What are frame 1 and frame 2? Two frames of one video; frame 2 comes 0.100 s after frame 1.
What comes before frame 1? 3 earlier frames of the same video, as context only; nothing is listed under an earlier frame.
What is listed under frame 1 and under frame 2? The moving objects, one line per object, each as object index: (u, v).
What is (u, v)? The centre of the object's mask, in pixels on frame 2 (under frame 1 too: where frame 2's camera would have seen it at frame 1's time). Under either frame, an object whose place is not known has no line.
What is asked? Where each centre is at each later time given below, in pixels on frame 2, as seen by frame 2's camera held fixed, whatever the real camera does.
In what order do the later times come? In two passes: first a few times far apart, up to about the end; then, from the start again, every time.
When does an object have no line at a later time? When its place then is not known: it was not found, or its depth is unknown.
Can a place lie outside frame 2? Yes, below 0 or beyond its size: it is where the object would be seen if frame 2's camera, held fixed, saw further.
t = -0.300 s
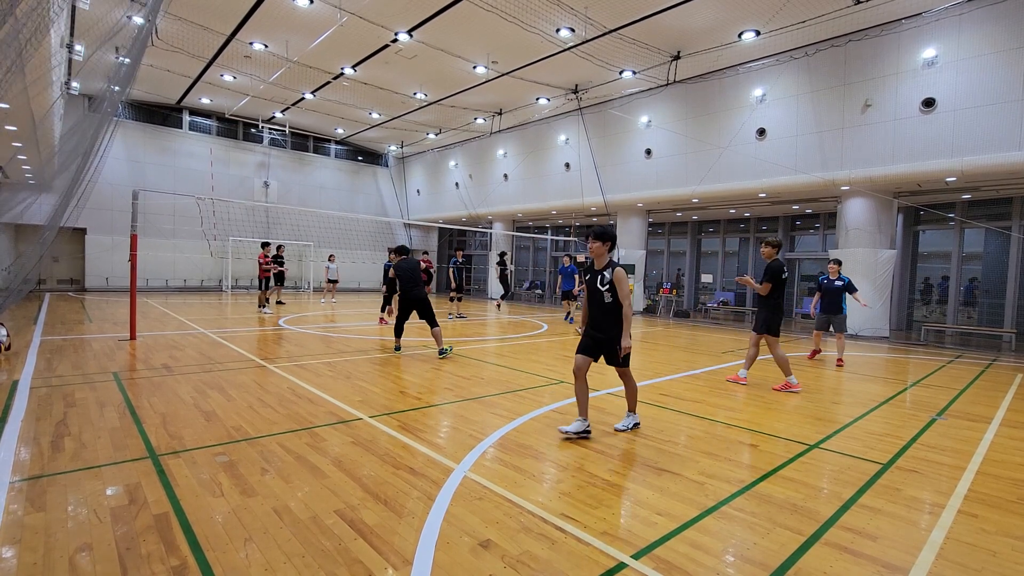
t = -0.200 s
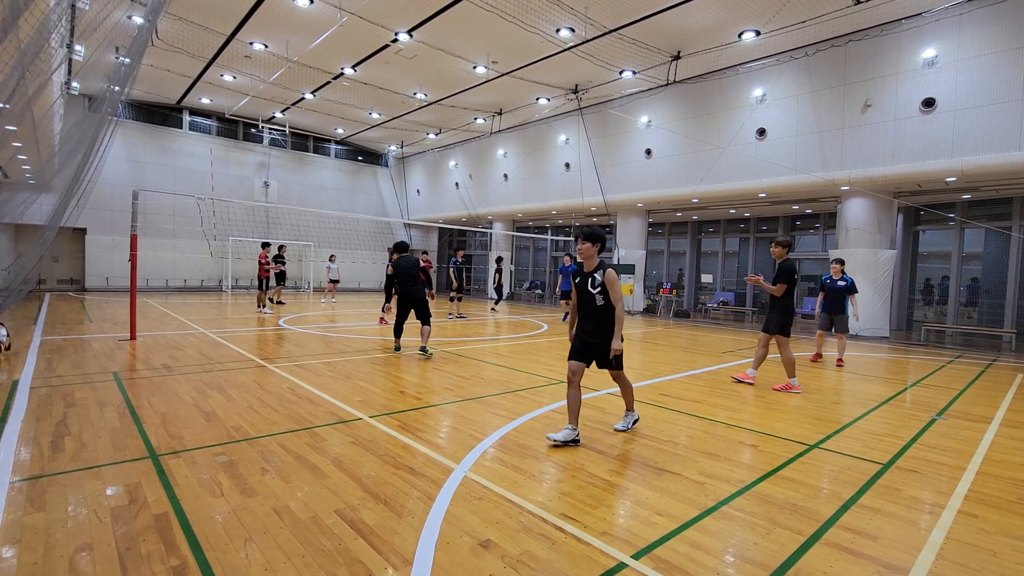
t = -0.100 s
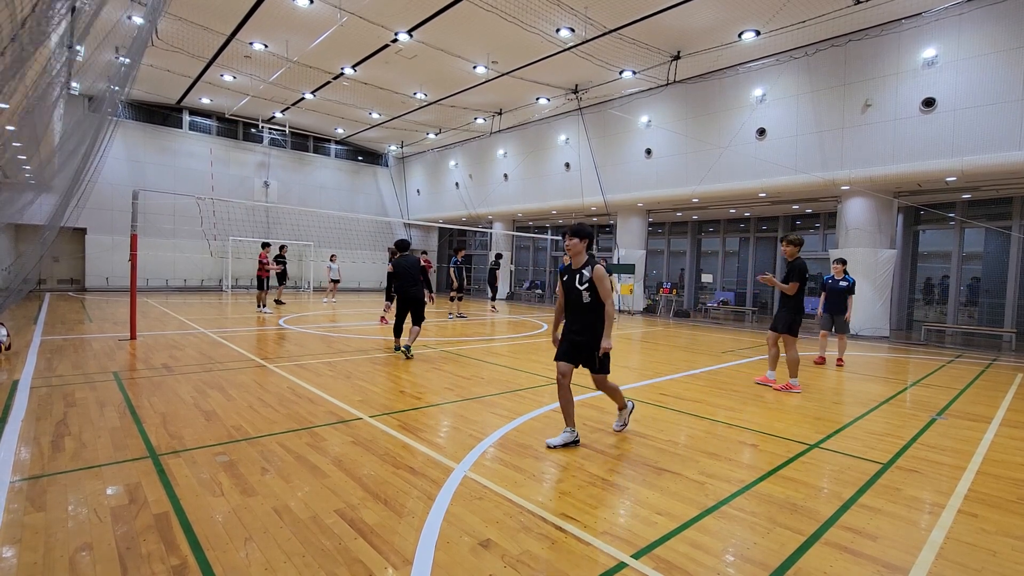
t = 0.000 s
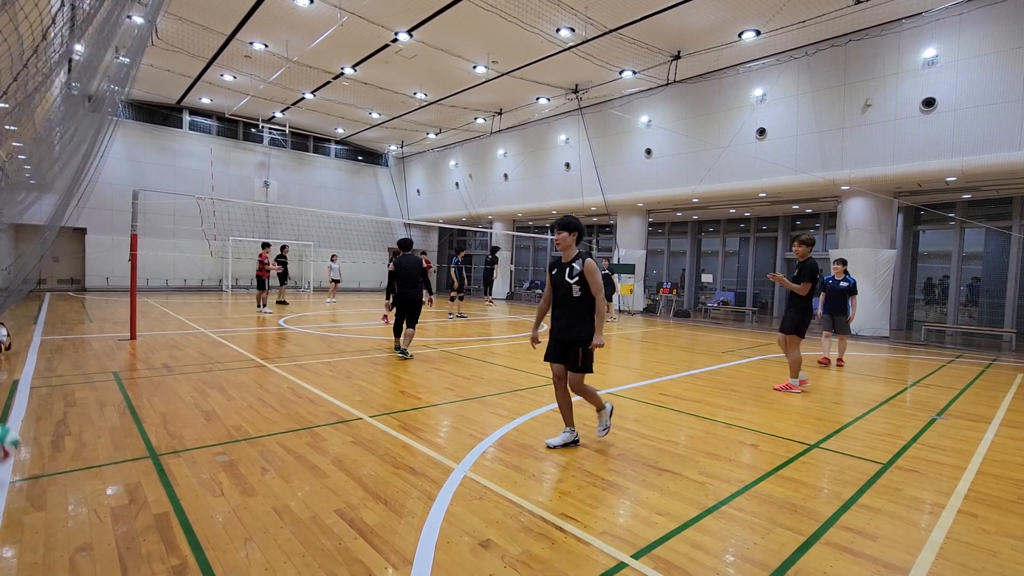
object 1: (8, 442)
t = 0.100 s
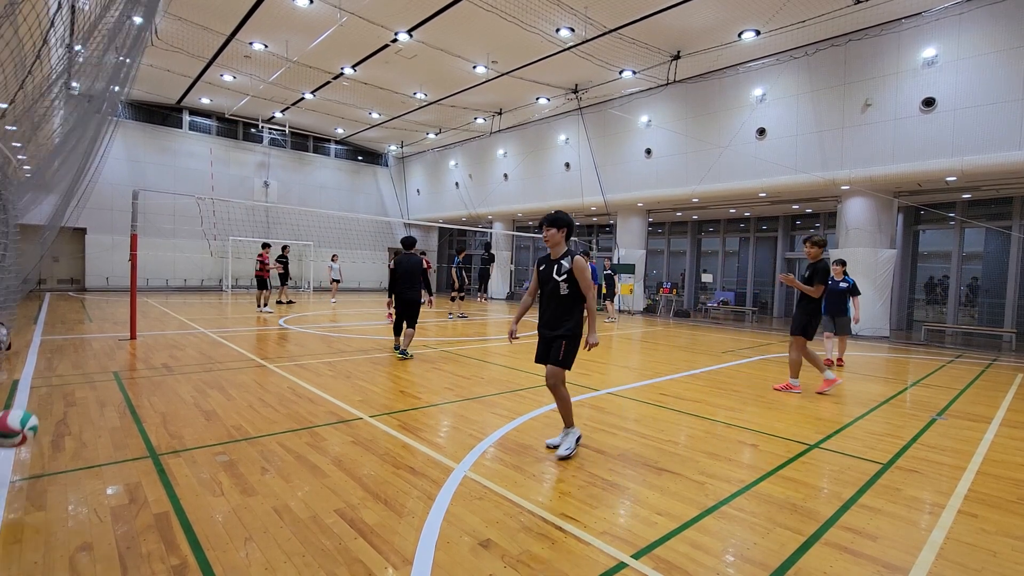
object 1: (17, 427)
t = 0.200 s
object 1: (23, 379)
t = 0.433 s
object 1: (45, 332)
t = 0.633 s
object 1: (64, 366)
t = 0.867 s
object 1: (85, 438)
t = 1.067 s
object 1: (107, 379)
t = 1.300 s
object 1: (131, 391)
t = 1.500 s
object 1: (150, 437)
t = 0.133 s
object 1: (19, 409)
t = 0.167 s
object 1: (21, 393)
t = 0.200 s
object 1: (23, 379)
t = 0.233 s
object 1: (25, 366)
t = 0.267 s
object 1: (29, 356)
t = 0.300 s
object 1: (32, 347)
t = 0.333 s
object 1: (36, 341)
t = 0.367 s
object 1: (39, 336)
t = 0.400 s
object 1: (42, 333)
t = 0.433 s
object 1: (45, 332)
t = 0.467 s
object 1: (48, 333)
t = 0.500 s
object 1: (52, 336)
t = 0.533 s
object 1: (55, 341)
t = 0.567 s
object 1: (58, 348)
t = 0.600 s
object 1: (61, 356)
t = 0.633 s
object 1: (64, 366)
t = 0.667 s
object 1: (67, 378)
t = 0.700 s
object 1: (70, 392)
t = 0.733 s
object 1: (73, 408)
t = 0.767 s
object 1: (76, 425)
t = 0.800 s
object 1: (78, 444)
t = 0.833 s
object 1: (82, 456)
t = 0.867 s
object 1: (85, 438)
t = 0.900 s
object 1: (89, 424)
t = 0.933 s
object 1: (92, 411)
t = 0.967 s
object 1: (96, 401)
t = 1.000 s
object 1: (100, 392)
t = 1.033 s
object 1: (103, 384)
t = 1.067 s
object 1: (107, 379)
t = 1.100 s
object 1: (110, 375)
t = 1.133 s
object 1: (113, 373)
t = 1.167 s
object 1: (117, 374)
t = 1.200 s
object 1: (121, 376)
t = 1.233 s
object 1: (124, 379)
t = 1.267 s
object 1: (127, 384)
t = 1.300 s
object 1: (131, 391)
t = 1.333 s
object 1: (134, 400)
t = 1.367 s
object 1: (137, 410)
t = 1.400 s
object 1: (140, 422)
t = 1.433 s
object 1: (144, 436)
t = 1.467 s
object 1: (146, 450)
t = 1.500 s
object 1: (150, 437)
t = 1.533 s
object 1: (152, 426)
